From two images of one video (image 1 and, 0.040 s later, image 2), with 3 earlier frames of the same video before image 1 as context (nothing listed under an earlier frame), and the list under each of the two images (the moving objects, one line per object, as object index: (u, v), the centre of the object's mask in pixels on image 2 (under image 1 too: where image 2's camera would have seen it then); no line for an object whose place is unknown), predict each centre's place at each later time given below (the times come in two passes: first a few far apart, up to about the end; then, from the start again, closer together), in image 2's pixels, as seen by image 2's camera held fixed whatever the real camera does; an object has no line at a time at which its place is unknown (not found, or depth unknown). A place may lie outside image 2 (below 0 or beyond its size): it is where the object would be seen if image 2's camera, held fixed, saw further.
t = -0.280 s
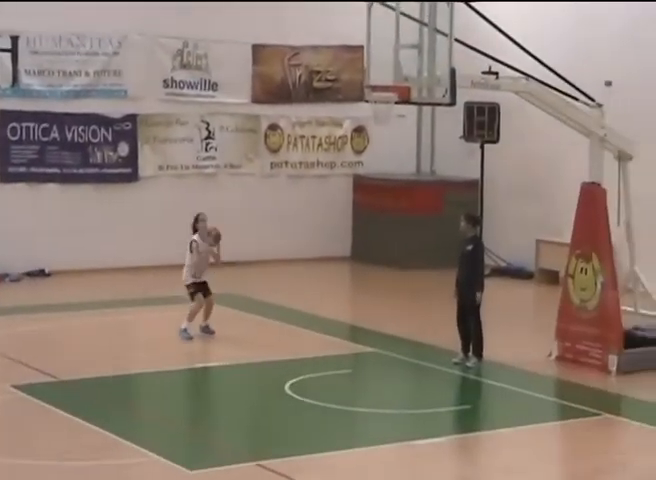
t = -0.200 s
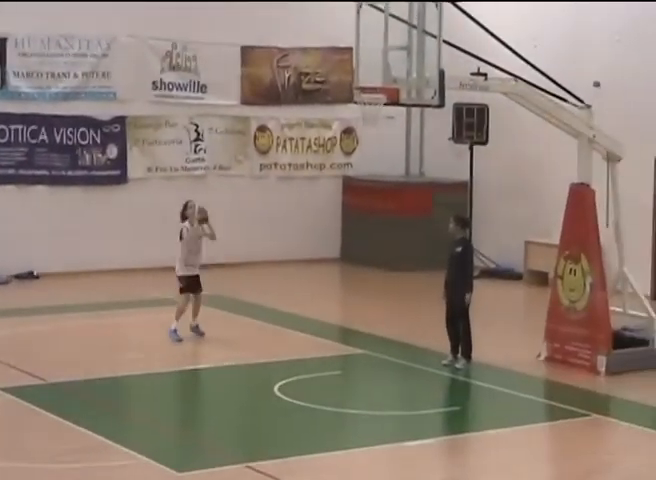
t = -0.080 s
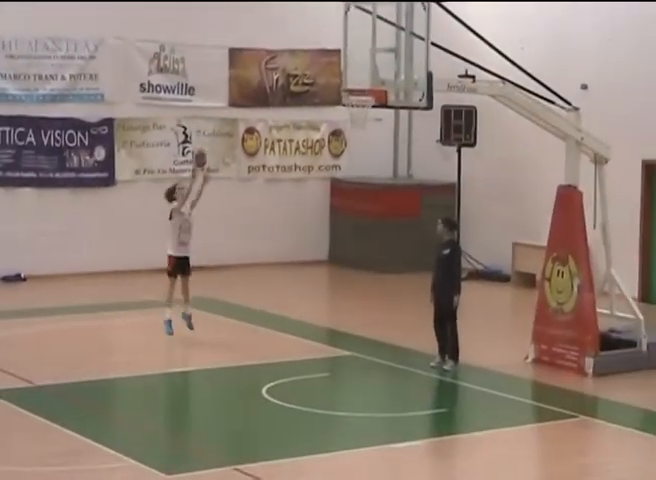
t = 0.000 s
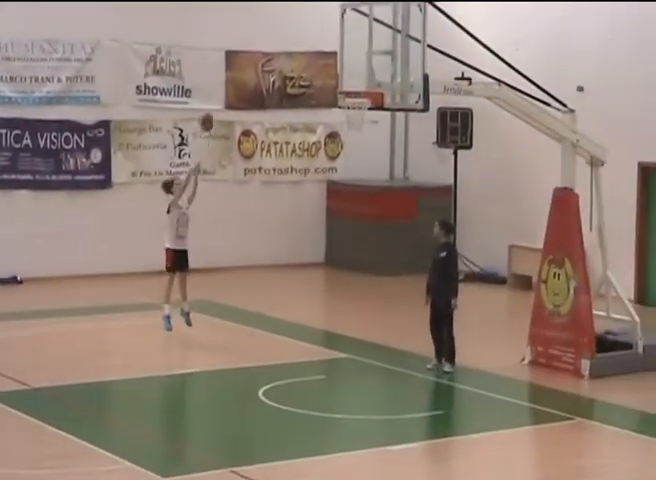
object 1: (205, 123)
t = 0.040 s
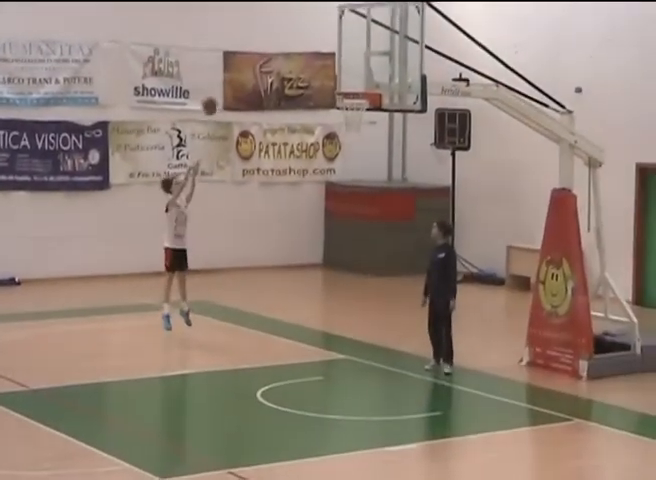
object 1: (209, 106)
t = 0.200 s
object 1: (232, 46)
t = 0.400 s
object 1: (261, 4)
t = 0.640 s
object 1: (297, 1)
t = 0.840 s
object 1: (328, 41)
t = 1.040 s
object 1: (365, 82)
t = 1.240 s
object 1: (364, 51)
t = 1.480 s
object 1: (334, 59)
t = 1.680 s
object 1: (307, 108)
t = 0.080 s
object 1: (215, 89)
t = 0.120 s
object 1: (220, 73)
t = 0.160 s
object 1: (225, 58)
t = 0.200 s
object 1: (232, 46)
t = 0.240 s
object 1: (238, 35)
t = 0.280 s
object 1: (243, 25)
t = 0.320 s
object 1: (249, 17)
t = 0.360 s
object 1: (255, 10)
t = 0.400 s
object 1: (261, 4)
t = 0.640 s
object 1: (297, 1)
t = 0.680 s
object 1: (303, 6)
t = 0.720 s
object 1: (310, 12)
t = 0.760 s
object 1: (316, 20)
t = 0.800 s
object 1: (322, 30)
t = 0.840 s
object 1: (328, 41)
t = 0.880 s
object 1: (334, 53)
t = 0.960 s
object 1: (347, 83)
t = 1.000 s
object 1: (356, 83)
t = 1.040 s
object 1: (365, 82)
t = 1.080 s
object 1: (367, 74)
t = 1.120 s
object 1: (369, 66)
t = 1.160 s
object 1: (370, 60)
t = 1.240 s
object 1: (364, 51)
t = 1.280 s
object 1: (359, 49)
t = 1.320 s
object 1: (354, 47)
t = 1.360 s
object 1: (349, 48)
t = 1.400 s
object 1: (344, 50)
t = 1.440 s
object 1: (339, 53)
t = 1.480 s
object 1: (334, 59)
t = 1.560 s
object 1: (323, 75)
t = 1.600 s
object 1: (317, 85)
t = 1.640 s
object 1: (312, 95)
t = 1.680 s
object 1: (307, 108)
